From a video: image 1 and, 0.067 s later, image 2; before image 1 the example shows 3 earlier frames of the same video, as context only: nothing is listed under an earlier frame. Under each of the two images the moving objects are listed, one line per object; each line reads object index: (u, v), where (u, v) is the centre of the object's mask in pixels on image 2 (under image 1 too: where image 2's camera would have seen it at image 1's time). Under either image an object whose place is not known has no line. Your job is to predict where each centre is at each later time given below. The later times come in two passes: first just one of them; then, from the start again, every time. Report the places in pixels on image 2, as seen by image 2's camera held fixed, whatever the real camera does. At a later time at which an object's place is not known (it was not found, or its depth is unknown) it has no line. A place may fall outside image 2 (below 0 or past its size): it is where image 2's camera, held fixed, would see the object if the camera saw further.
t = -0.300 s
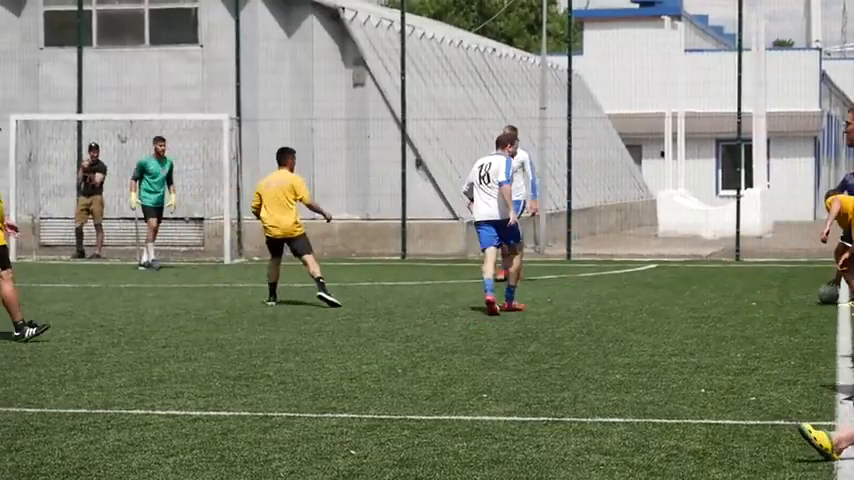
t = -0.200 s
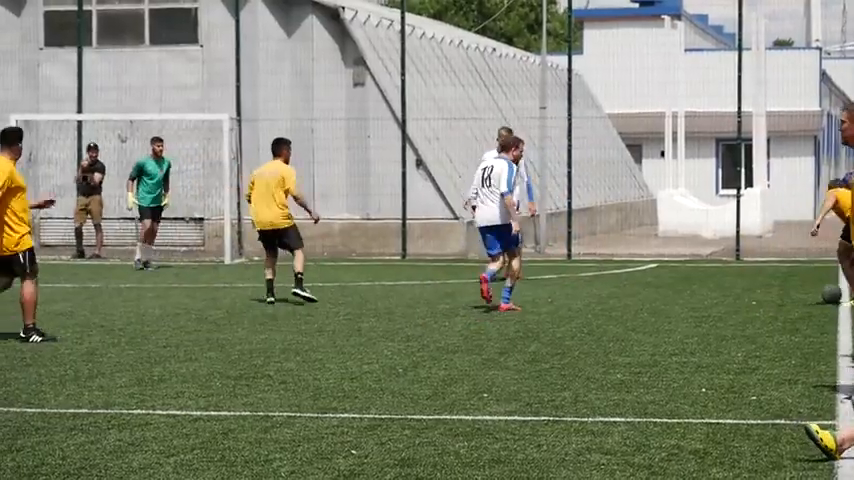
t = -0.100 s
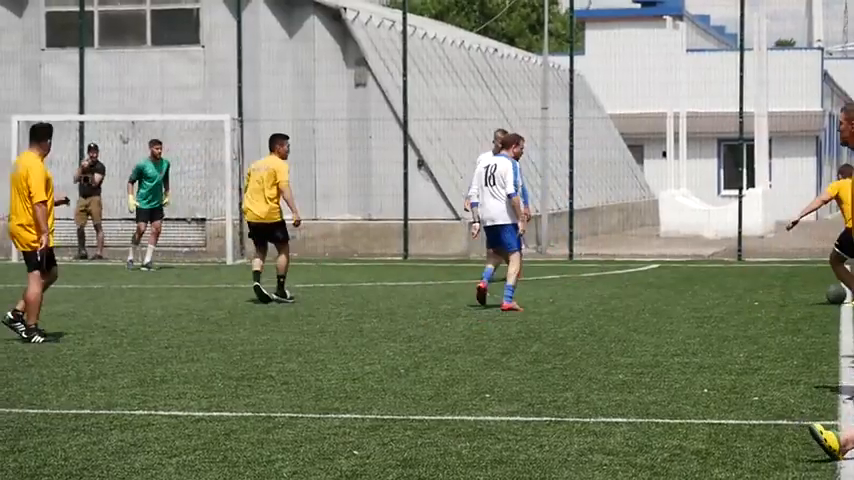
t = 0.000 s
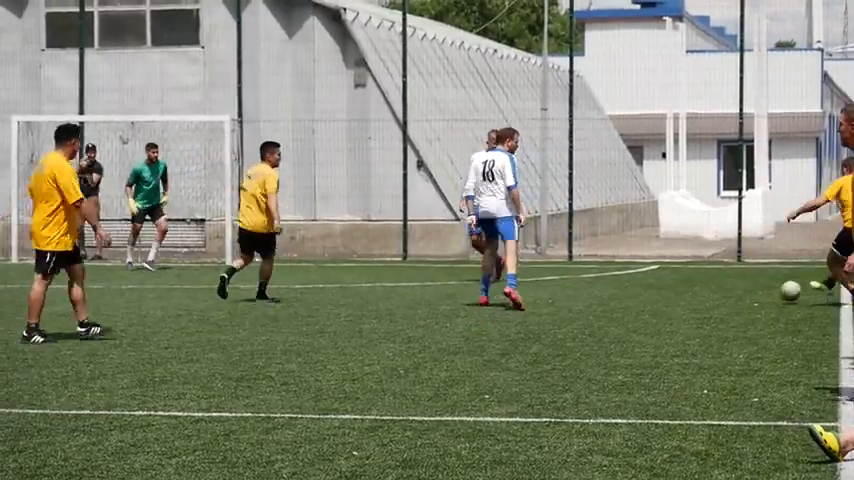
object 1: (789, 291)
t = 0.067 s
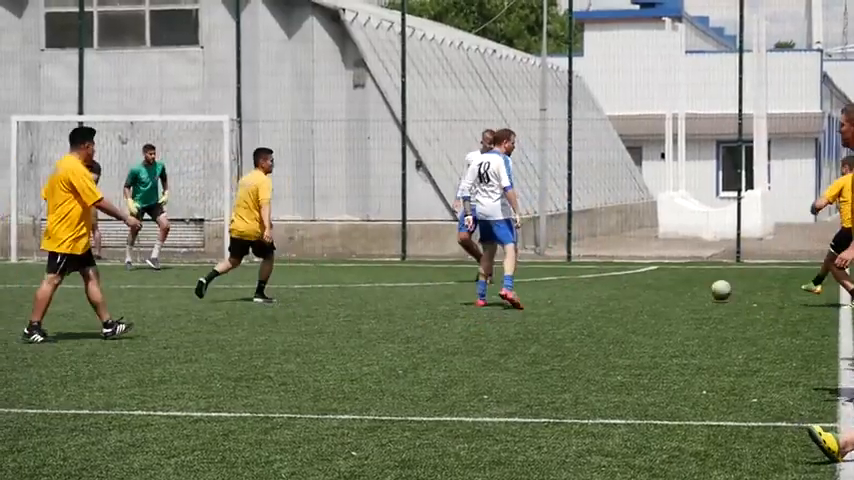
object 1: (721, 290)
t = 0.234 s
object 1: (569, 286)
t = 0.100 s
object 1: (682, 291)
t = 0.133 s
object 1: (655, 292)
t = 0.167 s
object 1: (623, 289)
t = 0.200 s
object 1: (591, 287)
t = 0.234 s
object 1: (569, 286)
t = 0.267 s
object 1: (538, 287)
